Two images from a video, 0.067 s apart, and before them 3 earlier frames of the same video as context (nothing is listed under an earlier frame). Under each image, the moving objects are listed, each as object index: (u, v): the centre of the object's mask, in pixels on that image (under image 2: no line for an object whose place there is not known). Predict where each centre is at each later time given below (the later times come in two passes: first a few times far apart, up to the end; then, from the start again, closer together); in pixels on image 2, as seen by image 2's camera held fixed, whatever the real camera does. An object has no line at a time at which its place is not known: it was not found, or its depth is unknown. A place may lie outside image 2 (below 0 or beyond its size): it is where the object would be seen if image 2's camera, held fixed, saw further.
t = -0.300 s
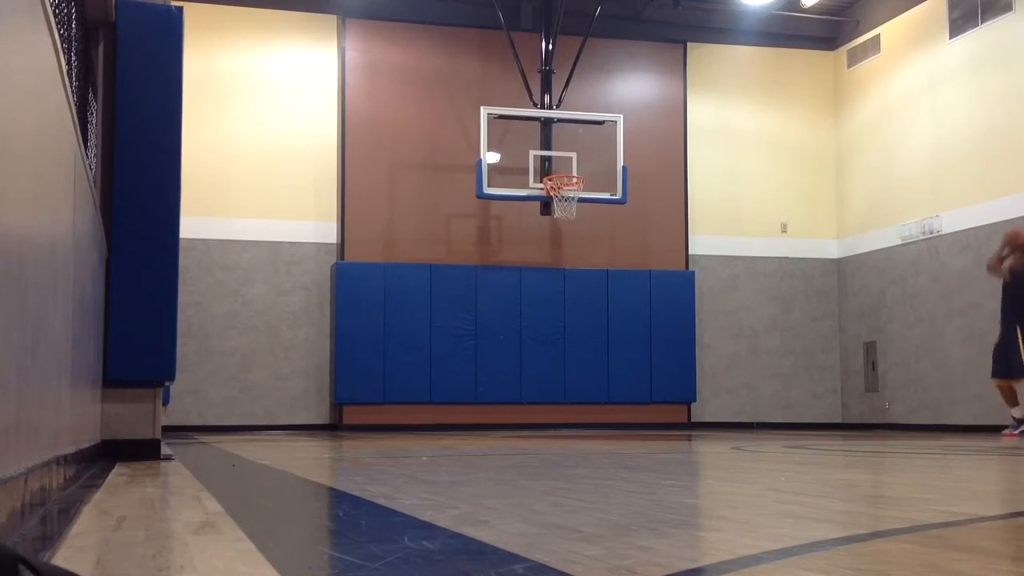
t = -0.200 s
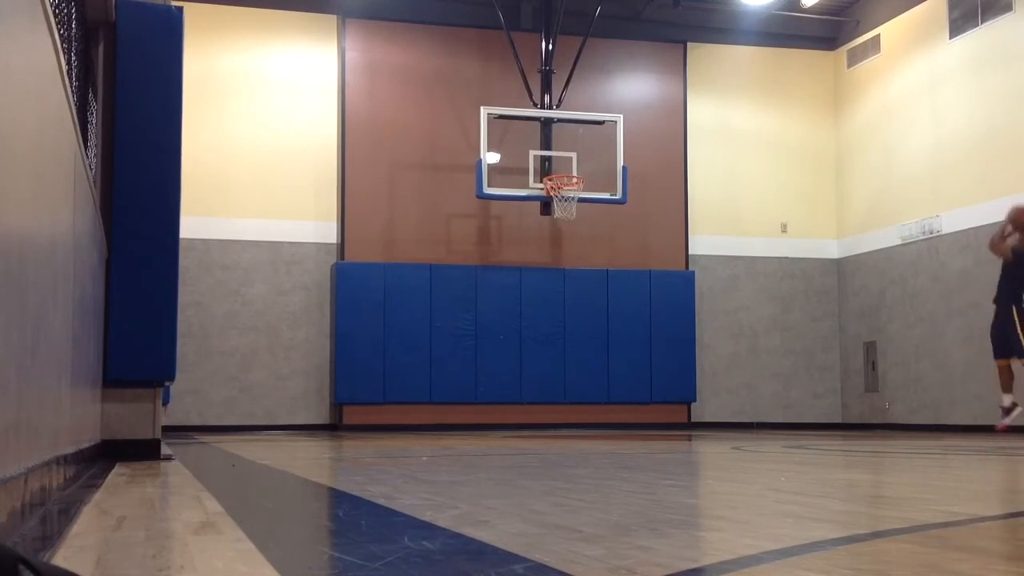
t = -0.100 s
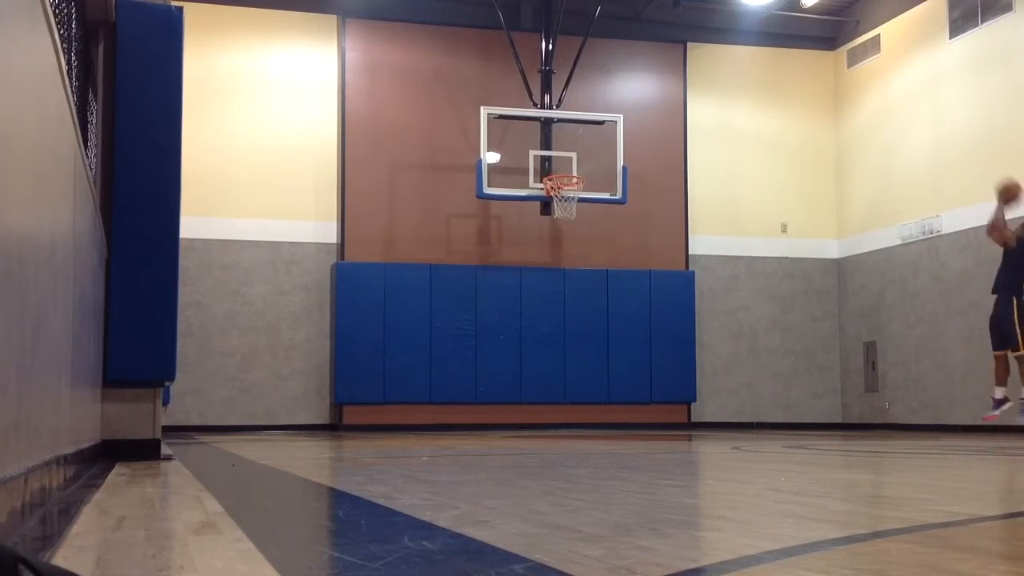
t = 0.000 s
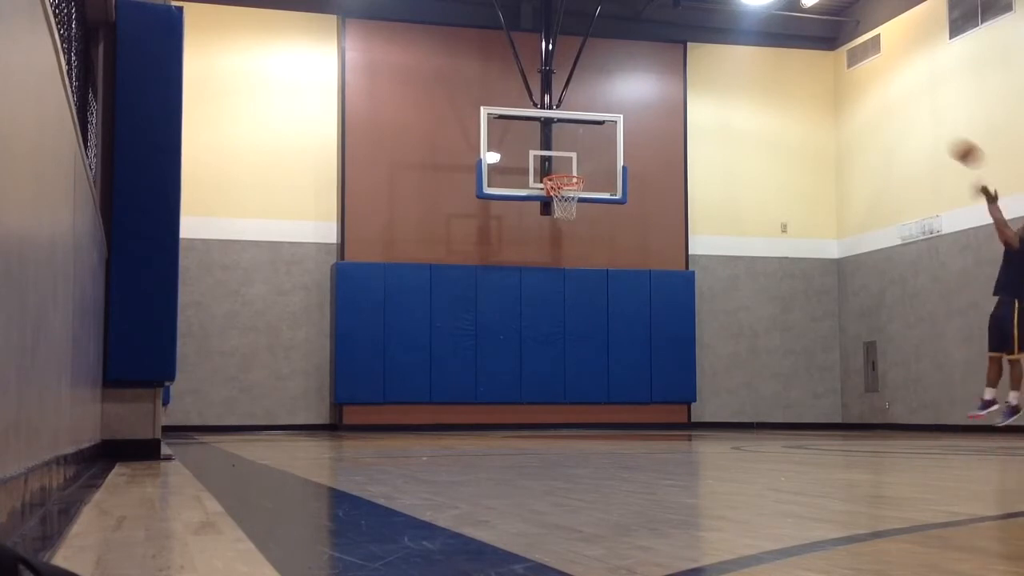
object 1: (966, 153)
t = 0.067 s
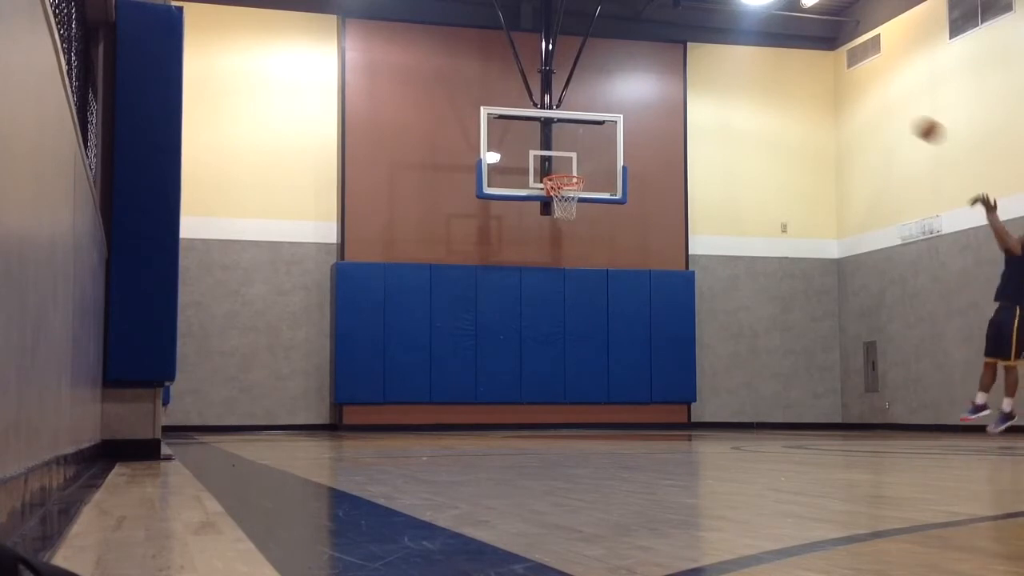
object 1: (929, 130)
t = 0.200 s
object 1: (856, 99)
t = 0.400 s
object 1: (759, 83)
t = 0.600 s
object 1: (669, 104)
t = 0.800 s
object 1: (589, 155)
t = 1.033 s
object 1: (557, 224)
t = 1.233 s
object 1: (570, 300)
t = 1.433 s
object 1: (581, 404)
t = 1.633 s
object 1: (603, 362)
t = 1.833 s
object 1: (630, 318)
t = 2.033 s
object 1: (656, 307)
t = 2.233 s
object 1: (683, 326)
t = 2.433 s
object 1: (711, 379)
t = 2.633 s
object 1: (737, 401)
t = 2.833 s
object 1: (762, 369)
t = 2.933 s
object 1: (774, 365)
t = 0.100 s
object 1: (910, 120)
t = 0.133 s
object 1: (892, 112)
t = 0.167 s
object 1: (874, 105)
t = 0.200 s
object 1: (856, 99)
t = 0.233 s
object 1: (839, 93)
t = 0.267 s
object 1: (822, 89)
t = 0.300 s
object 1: (806, 86)
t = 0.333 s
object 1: (790, 84)
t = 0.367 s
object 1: (774, 83)
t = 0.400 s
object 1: (759, 83)
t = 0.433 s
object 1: (743, 85)
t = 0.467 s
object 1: (728, 87)
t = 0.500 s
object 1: (713, 89)
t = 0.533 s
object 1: (698, 93)
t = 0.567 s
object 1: (684, 99)
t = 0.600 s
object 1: (669, 104)
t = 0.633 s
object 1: (655, 110)
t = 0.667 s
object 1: (642, 117)
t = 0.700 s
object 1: (631, 125)
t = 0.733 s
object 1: (614, 135)
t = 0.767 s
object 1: (602, 145)
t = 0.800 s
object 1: (589, 155)
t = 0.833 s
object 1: (575, 165)
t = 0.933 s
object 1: (548, 203)
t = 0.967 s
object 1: (553, 209)
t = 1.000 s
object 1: (555, 217)
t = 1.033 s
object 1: (557, 224)
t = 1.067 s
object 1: (559, 236)
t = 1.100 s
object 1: (561, 245)
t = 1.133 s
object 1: (564, 257)
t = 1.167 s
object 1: (566, 271)
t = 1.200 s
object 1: (568, 286)
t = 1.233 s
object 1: (570, 300)
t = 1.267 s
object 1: (572, 317)
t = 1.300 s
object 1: (573, 332)
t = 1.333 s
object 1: (575, 350)
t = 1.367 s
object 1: (577, 369)
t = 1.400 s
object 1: (579, 388)
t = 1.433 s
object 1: (581, 404)
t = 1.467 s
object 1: (583, 420)
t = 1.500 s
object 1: (587, 403)
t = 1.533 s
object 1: (591, 393)
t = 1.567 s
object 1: (595, 383)
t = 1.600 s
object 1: (599, 371)
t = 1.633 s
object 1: (603, 362)
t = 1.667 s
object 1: (608, 352)
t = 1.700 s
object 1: (612, 344)
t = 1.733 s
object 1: (617, 336)
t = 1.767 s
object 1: (621, 329)
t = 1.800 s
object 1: (625, 323)
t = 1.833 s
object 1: (630, 318)
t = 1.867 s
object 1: (634, 314)
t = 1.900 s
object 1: (639, 311)
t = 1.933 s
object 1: (643, 308)
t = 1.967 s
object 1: (648, 307)
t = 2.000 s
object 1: (652, 306)
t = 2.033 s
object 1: (656, 307)
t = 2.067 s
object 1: (661, 307)
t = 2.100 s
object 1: (665, 310)
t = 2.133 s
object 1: (670, 312)
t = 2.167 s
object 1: (674, 316)
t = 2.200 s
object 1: (679, 321)
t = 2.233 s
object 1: (683, 326)
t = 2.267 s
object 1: (688, 332)
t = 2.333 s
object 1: (697, 348)
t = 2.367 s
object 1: (702, 358)
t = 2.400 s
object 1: (707, 369)
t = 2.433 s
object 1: (711, 379)
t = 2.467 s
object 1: (716, 392)
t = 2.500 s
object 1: (721, 405)
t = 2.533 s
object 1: (726, 420)
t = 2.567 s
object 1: (730, 420)
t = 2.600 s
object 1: (734, 409)
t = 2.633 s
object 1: (737, 401)
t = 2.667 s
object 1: (741, 394)
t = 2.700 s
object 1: (745, 387)
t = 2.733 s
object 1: (749, 381)
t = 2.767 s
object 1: (753, 377)
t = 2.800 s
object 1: (758, 372)
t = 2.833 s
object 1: (762, 369)
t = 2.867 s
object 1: (766, 367)
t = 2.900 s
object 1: (770, 366)
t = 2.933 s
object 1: (774, 365)
